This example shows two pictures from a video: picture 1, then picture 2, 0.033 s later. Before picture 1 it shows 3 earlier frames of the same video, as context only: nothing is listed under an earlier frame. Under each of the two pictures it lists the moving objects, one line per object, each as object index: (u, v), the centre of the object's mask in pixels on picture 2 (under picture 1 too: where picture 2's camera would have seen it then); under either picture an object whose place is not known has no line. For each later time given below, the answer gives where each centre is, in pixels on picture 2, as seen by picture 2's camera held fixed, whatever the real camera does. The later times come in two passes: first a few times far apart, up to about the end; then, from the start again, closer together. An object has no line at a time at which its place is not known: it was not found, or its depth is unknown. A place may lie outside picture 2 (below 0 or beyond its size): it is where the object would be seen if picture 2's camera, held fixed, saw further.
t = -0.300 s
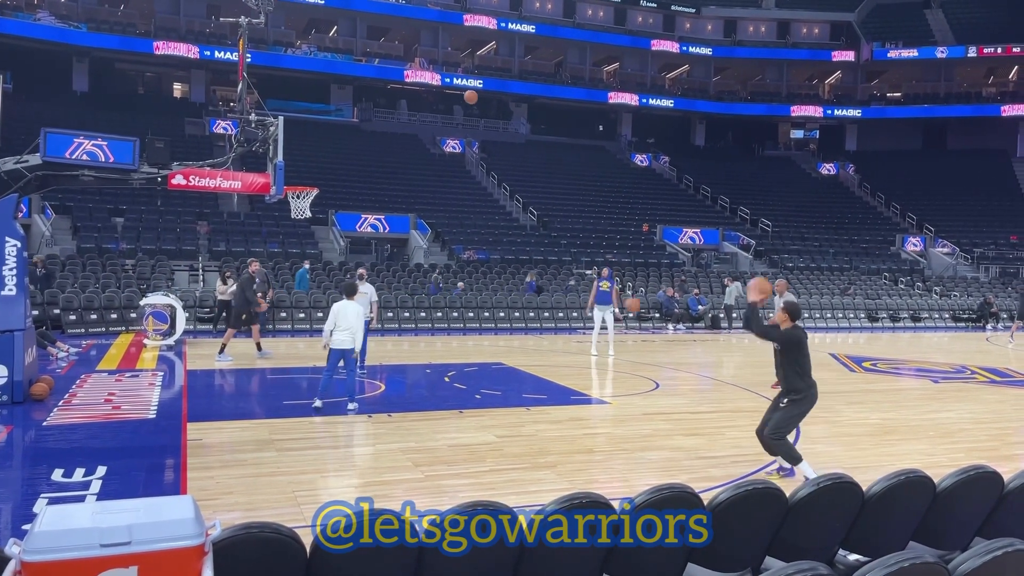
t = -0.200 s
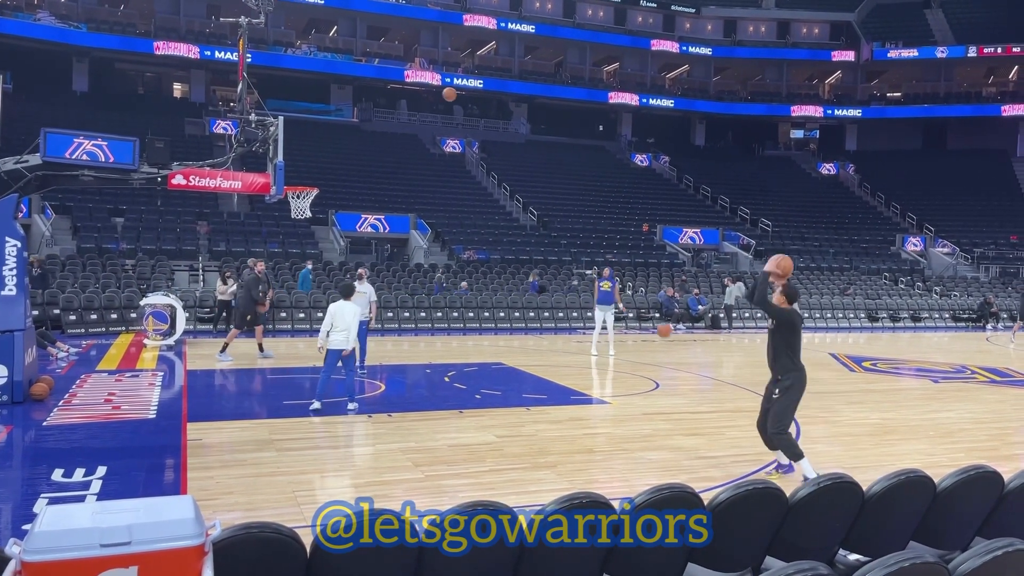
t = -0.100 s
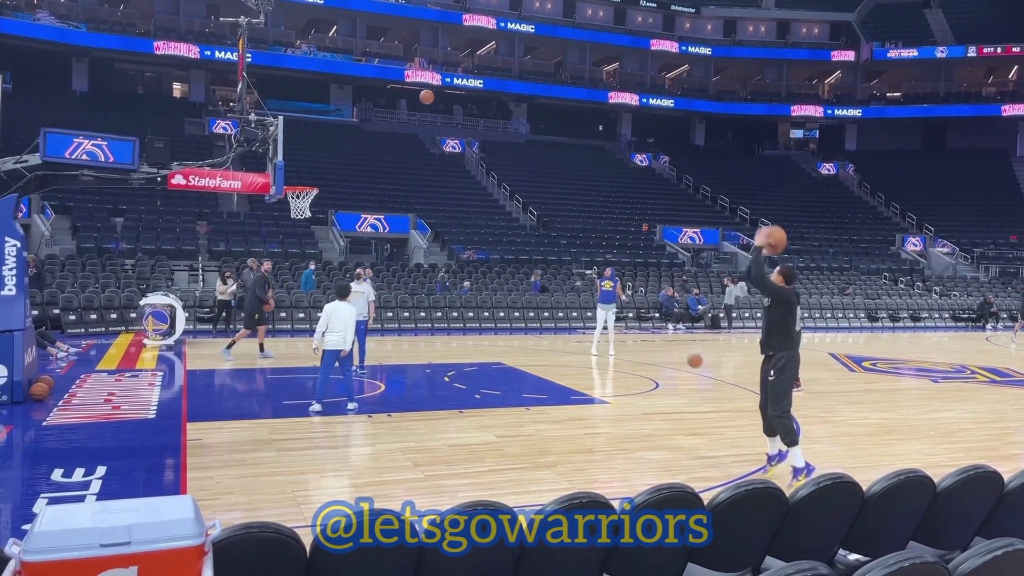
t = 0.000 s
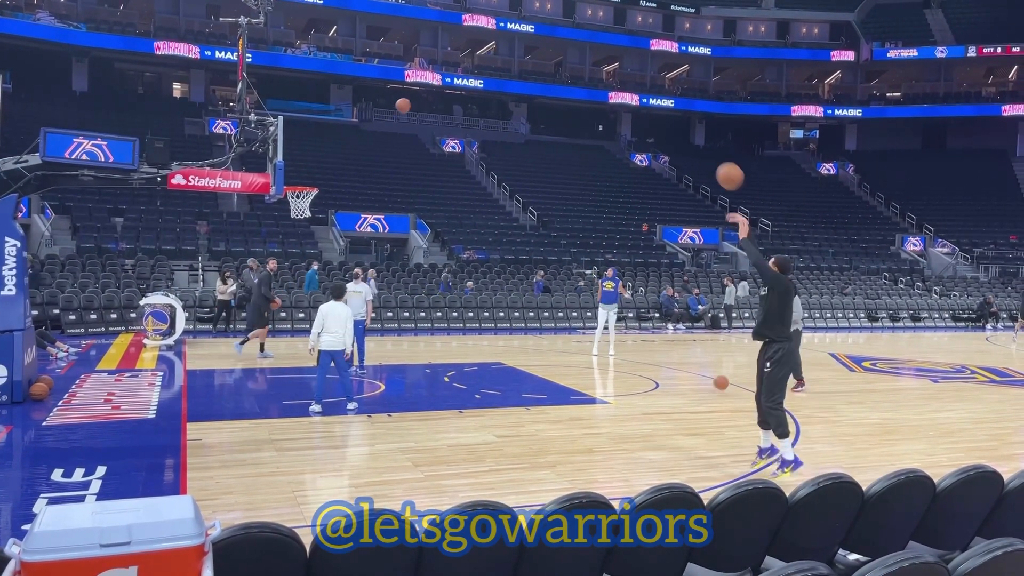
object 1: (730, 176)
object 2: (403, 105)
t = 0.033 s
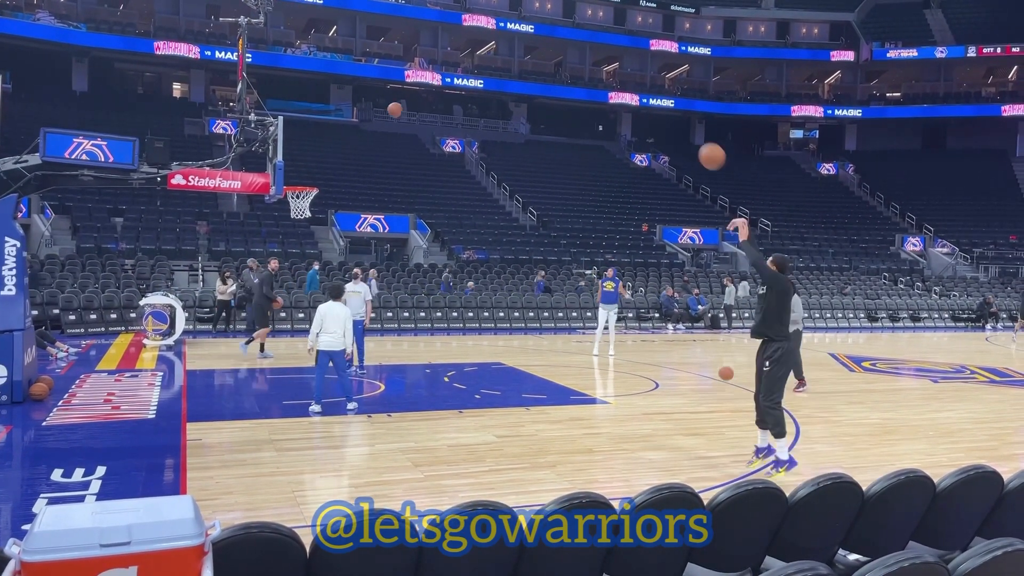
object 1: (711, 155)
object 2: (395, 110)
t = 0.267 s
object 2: (334, 160)
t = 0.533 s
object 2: (294, 148)
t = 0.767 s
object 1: (424, 45)
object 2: (297, 134)
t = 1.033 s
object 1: (352, 109)
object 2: (322, 160)
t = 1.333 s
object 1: (291, 211)
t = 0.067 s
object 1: (695, 138)
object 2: (387, 115)
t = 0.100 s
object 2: (378, 120)
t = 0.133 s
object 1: (662, 106)
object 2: (369, 127)
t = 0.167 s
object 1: (646, 91)
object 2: (361, 134)
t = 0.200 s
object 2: (352, 142)
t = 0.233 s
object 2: (343, 150)
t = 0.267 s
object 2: (334, 160)
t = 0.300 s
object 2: (325, 170)
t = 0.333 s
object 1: (573, 45)
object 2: (316, 181)
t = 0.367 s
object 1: (560, 39)
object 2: (311, 178)
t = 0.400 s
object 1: (547, 35)
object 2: (308, 171)
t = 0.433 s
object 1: (535, 31)
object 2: (304, 165)
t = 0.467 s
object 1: (522, 29)
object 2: (301, 158)
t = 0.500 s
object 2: (297, 153)
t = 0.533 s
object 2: (294, 148)
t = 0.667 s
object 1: (454, 32)
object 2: (289, 136)
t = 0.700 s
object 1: (443, 35)
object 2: (291, 135)
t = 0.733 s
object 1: (433, 40)
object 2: (294, 134)
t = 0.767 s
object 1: (424, 45)
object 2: (297, 134)
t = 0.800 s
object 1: (414, 50)
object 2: (300, 135)
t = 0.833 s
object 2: (303, 137)
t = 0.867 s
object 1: (396, 63)
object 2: (307, 139)
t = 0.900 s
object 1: (387, 72)
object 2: (310, 142)
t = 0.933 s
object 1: (377, 81)
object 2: (313, 145)
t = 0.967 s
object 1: (369, 89)
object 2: (316, 150)
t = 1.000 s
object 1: (361, 99)
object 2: (319, 155)
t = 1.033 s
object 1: (352, 109)
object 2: (322, 160)
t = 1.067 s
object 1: (344, 119)
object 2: (325, 167)
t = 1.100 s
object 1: (336, 130)
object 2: (328, 174)
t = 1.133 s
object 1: (329, 141)
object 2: (331, 182)
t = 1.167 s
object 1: (321, 153)
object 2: (334, 190)
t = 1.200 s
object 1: (314, 166)
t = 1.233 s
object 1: (307, 178)
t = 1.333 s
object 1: (291, 211)
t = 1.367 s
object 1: (289, 216)
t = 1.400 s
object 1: (287, 222)
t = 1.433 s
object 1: (285, 229)
